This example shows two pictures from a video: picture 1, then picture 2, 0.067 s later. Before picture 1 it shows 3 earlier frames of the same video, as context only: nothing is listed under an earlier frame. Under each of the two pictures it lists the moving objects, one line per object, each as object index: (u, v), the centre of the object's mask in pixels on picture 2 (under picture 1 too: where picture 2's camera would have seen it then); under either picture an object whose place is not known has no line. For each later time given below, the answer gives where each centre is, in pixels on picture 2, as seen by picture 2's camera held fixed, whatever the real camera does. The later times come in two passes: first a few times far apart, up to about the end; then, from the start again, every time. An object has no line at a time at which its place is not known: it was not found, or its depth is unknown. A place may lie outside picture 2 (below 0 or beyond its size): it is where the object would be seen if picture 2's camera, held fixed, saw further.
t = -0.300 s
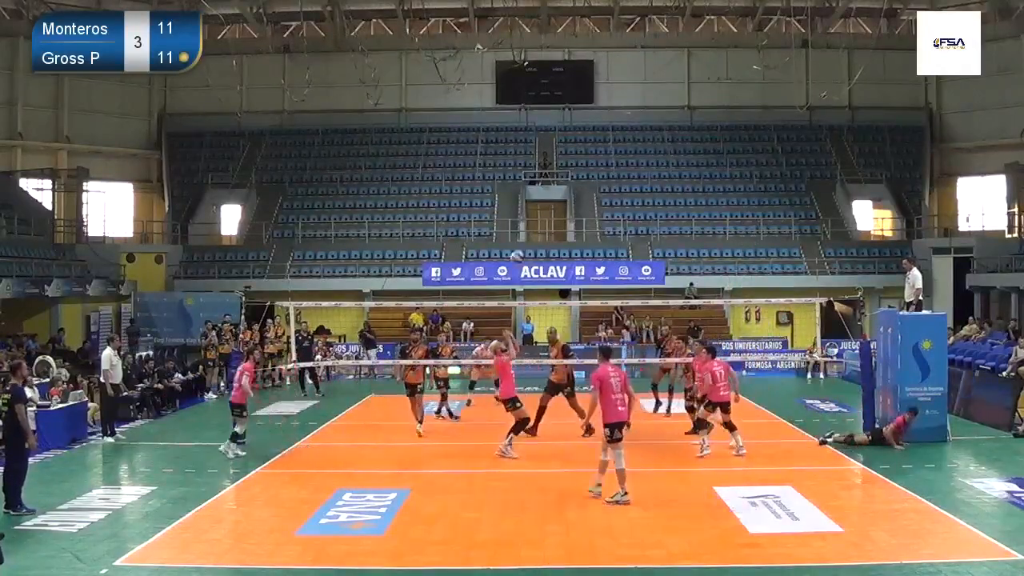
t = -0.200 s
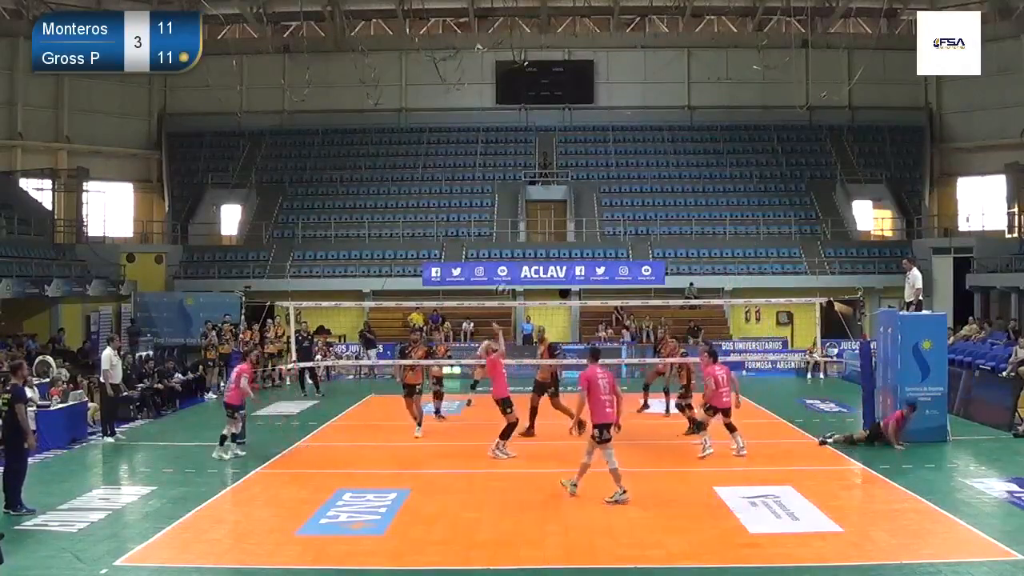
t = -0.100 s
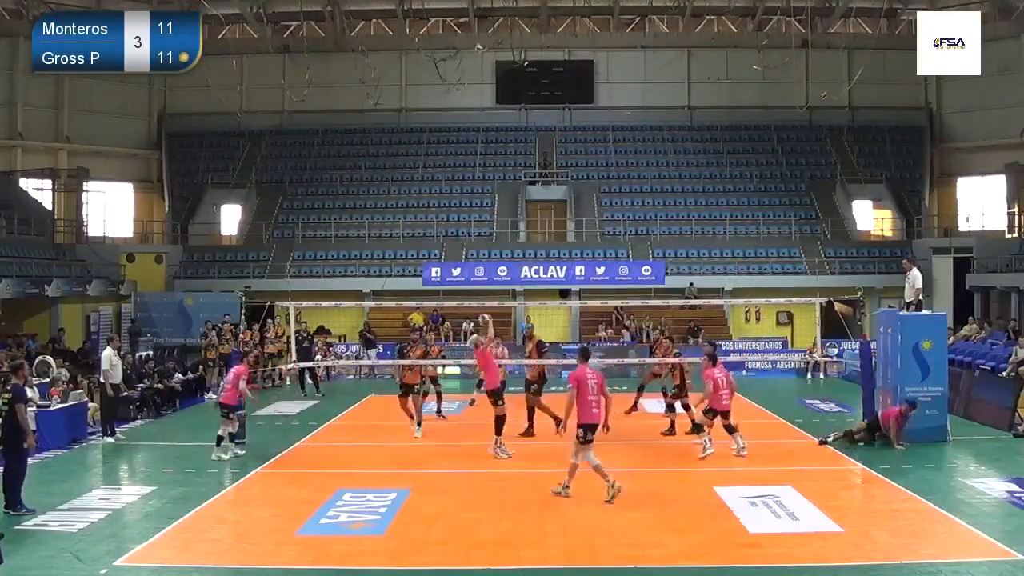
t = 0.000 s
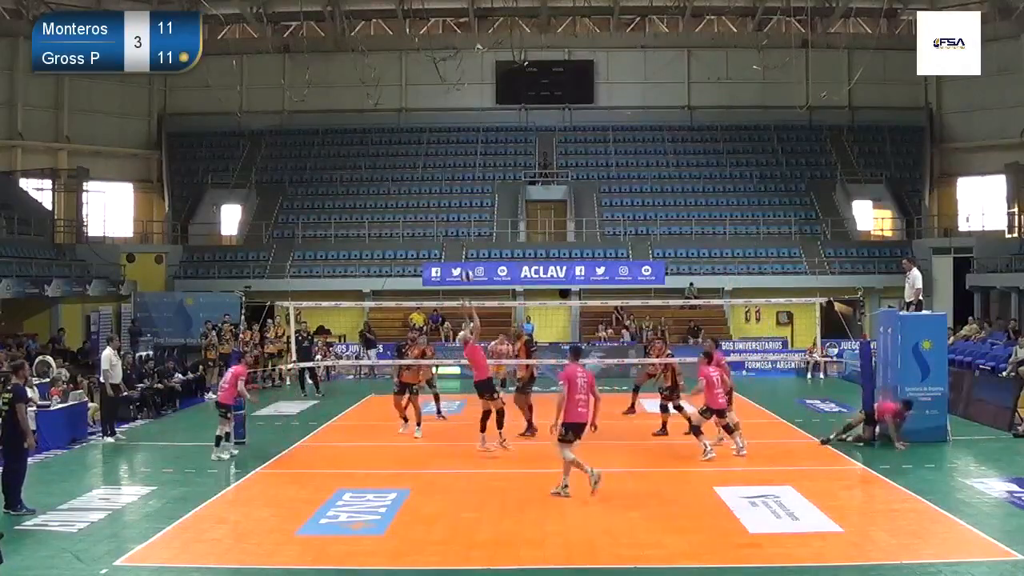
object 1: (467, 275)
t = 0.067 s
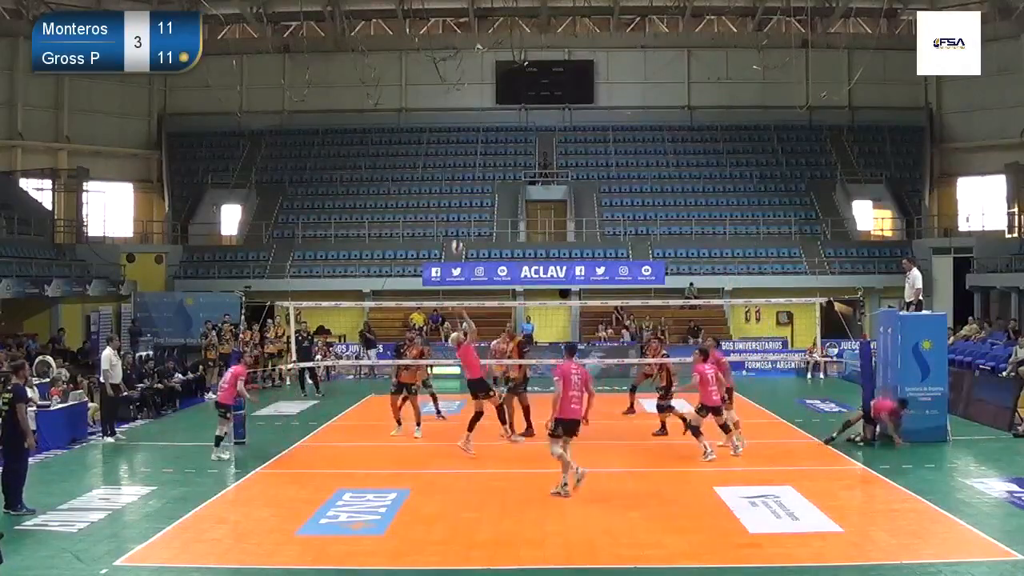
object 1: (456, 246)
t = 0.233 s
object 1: (428, 187)
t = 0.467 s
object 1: (395, 134)
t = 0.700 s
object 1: (364, 117)
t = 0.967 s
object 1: (329, 136)
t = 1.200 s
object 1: (300, 185)
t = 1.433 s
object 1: (273, 262)
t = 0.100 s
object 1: (451, 232)
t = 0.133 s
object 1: (446, 219)
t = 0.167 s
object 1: (440, 208)
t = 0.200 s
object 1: (434, 196)
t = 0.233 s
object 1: (428, 187)
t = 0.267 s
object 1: (424, 176)
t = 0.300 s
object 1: (419, 167)
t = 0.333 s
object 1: (414, 160)
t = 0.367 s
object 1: (409, 153)
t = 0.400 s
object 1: (405, 146)
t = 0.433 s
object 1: (400, 140)
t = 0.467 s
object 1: (395, 134)
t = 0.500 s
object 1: (391, 129)
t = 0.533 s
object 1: (386, 126)
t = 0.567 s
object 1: (381, 123)
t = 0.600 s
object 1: (377, 120)
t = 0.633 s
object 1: (372, 119)
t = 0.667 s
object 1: (368, 117)
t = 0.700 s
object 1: (364, 117)
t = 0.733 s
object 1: (359, 117)
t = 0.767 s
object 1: (355, 118)
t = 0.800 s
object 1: (350, 119)
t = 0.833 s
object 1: (346, 121)
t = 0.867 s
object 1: (342, 124)
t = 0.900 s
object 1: (337, 127)
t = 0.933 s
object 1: (333, 131)
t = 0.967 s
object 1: (329, 136)
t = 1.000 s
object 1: (324, 141)
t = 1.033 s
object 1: (320, 146)
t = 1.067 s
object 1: (316, 153)
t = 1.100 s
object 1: (312, 160)
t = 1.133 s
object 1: (308, 168)
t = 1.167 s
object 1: (304, 176)
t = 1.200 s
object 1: (300, 185)
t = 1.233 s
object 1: (296, 194)
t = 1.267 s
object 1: (292, 204)
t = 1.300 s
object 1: (288, 214)
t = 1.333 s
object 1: (284, 225)
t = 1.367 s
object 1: (280, 237)
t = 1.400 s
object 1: (276, 249)
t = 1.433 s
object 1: (273, 262)
